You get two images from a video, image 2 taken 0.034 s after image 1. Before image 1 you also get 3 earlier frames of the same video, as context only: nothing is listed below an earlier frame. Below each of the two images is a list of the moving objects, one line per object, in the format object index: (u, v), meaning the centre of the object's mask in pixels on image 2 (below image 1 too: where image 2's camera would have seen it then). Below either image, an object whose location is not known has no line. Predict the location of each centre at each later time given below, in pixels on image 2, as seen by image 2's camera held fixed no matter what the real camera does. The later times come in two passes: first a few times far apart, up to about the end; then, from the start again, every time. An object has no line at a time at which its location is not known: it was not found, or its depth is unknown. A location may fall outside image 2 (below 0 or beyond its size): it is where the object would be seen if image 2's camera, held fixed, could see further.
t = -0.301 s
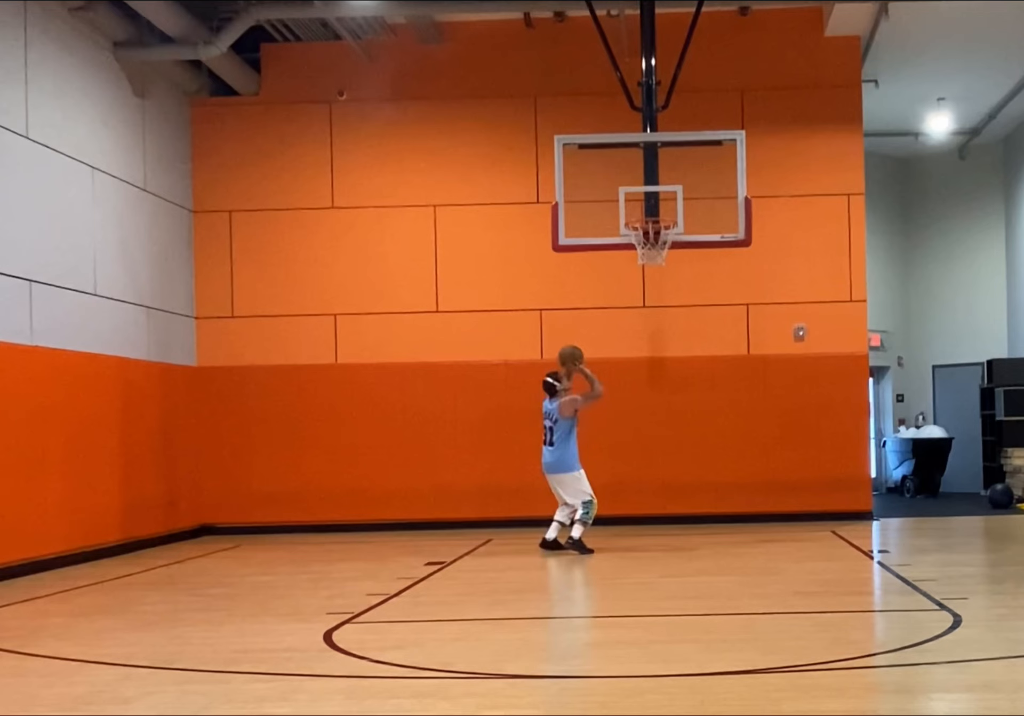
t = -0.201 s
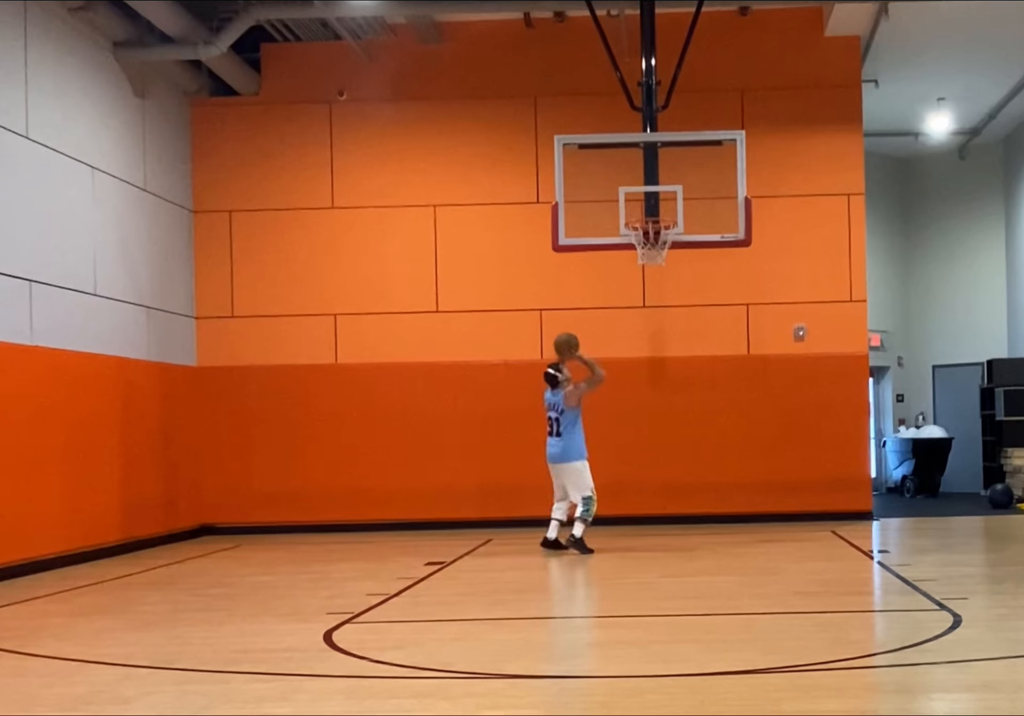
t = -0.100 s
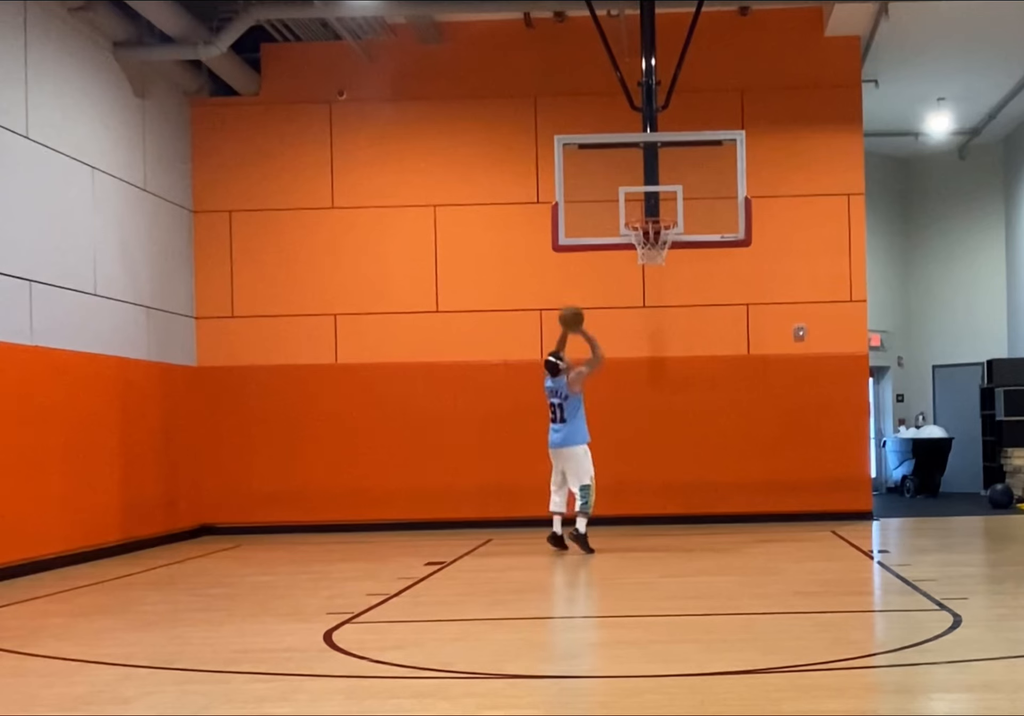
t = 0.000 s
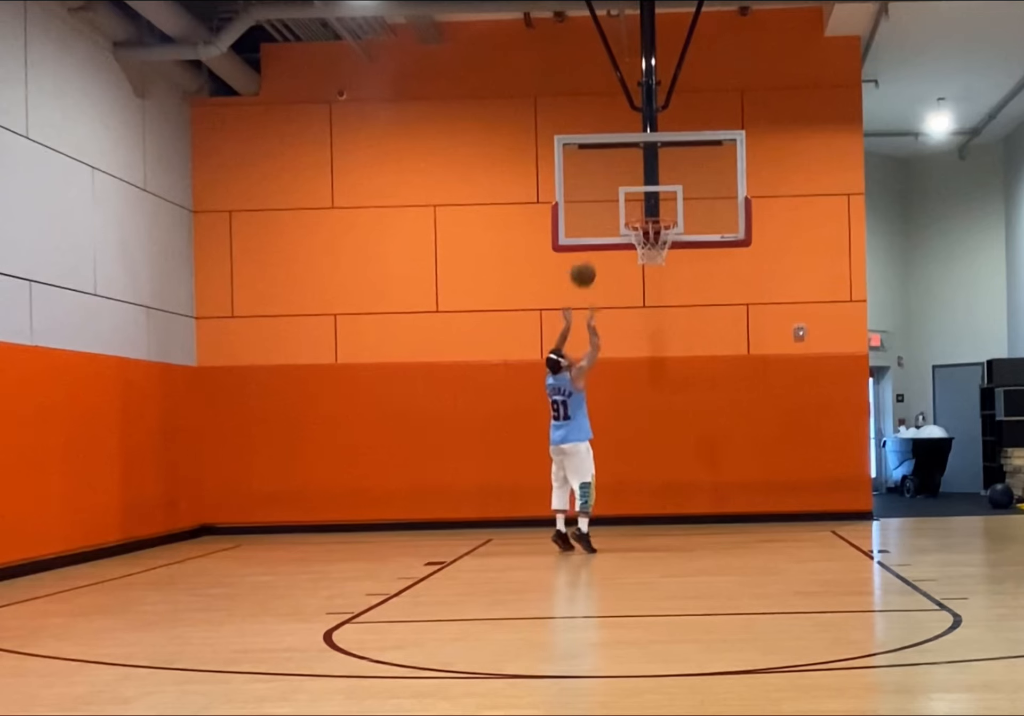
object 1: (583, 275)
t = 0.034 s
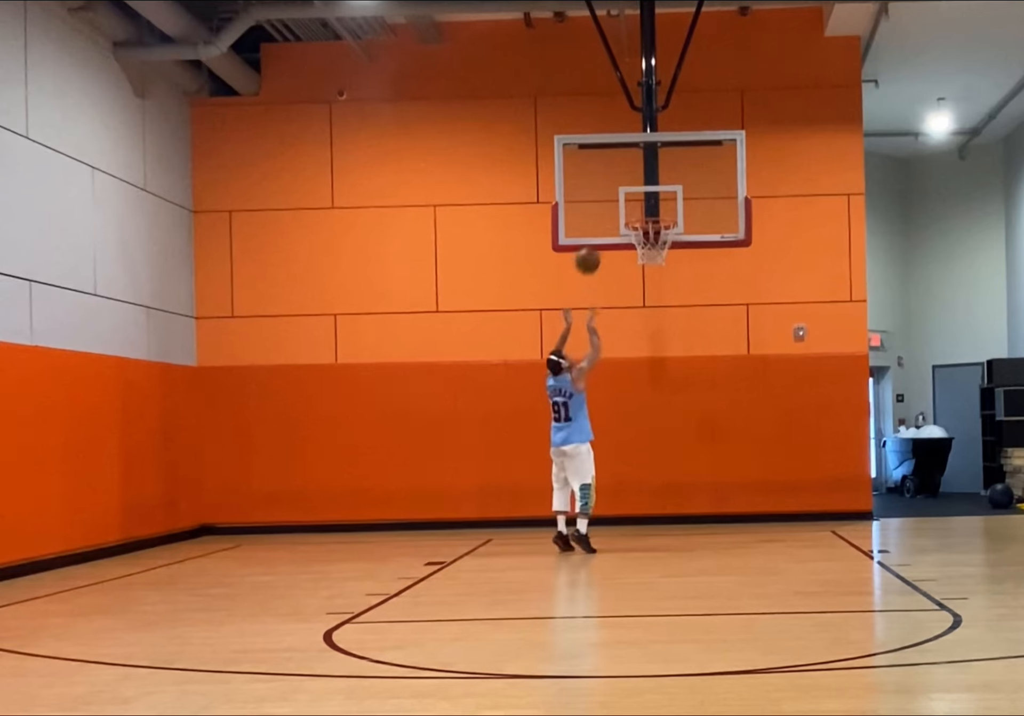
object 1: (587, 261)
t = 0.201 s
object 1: (611, 212)
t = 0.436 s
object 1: (634, 210)
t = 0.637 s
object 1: (653, 258)
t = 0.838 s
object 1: (659, 281)
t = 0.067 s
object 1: (592, 249)
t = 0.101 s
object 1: (597, 236)
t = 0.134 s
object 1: (602, 227)
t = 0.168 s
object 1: (607, 220)
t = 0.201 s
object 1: (611, 212)
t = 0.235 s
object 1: (615, 208)
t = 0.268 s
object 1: (618, 205)
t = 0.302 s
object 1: (621, 205)
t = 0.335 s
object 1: (624, 204)
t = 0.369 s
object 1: (627, 205)
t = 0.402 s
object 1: (630, 208)
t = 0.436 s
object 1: (634, 210)
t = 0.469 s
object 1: (635, 214)
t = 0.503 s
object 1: (641, 221)
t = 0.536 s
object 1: (642, 228)
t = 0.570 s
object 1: (648, 235)
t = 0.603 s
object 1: (652, 246)
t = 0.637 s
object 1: (653, 258)
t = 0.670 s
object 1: (653, 259)
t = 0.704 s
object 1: (655, 260)
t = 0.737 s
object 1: (656, 262)
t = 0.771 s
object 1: (657, 266)
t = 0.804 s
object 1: (658, 273)
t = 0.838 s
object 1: (659, 281)
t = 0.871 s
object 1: (660, 290)
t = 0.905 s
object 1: (661, 301)
